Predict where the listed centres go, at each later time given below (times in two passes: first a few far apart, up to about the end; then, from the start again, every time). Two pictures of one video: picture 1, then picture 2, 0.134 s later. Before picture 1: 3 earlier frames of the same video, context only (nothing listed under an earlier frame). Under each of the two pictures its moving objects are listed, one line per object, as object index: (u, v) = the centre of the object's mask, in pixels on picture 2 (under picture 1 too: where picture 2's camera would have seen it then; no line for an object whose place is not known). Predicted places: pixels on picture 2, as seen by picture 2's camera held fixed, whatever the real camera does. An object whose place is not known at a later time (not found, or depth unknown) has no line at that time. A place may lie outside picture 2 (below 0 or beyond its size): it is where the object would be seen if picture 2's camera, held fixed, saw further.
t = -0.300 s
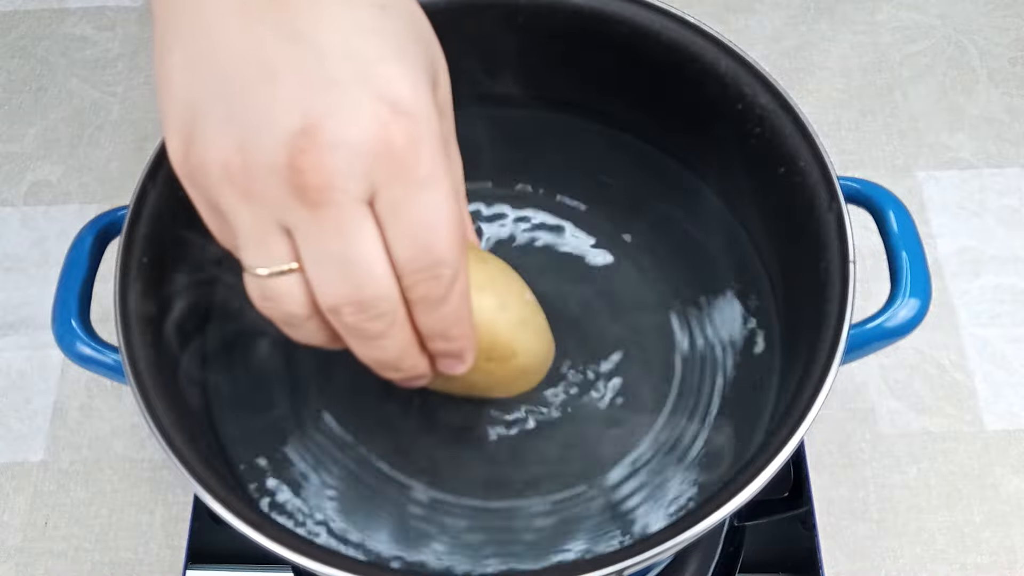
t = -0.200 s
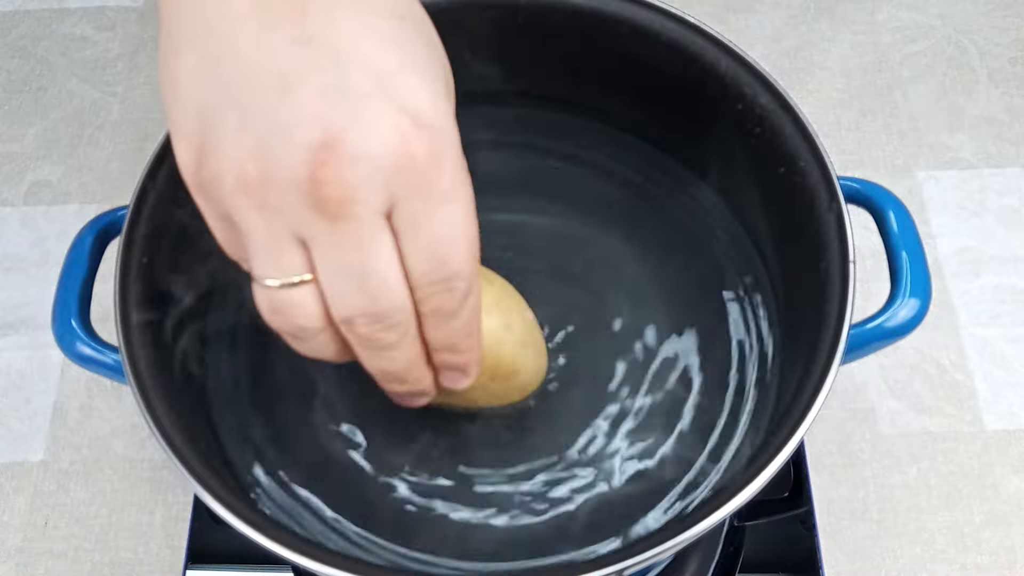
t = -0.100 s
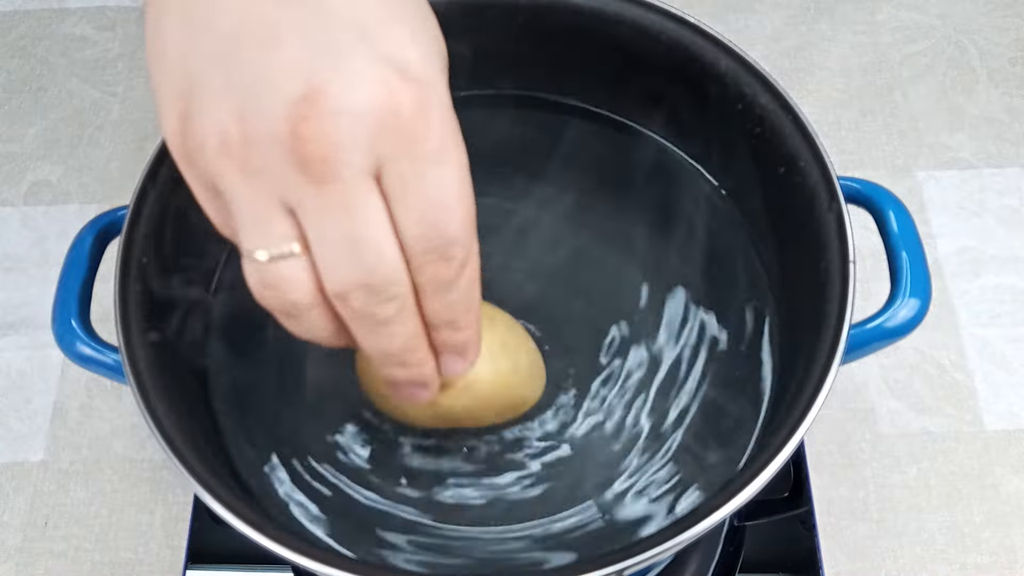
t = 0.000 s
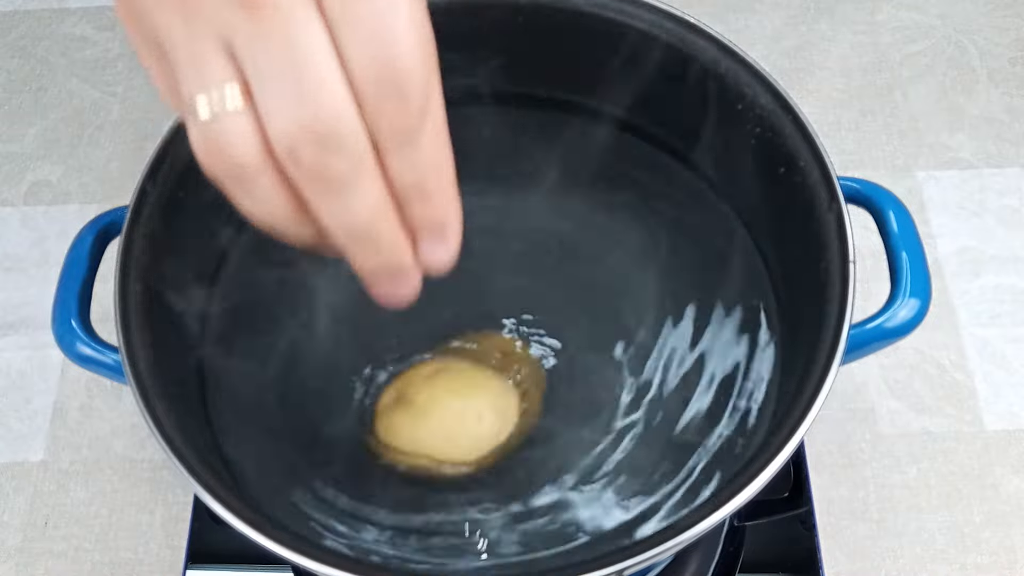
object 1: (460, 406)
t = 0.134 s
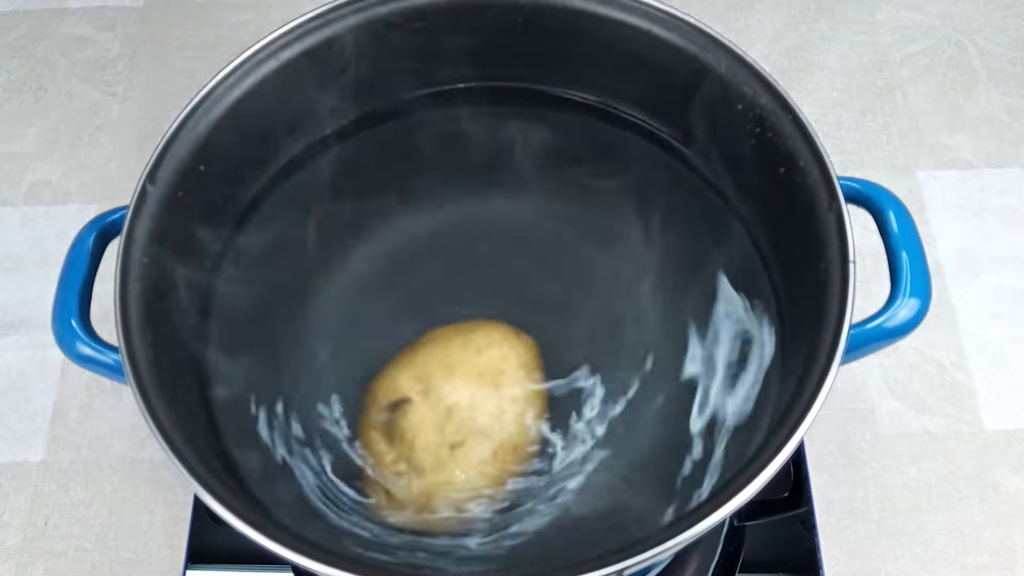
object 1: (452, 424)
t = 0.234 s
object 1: (444, 452)
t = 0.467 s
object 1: (455, 472)
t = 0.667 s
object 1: (474, 463)
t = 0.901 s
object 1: (484, 440)
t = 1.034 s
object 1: (487, 429)
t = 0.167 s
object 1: (448, 433)
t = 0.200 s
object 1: (446, 446)
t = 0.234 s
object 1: (444, 452)
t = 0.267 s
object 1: (441, 458)
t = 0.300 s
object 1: (444, 463)
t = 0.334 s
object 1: (449, 456)
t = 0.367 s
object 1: (450, 458)
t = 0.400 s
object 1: (451, 463)
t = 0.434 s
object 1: (451, 470)
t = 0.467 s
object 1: (455, 472)
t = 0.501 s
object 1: (459, 472)
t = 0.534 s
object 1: (464, 472)
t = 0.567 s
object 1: (467, 470)
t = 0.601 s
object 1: (470, 466)
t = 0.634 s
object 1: (474, 464)
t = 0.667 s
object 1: (474, 463)
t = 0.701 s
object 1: (477, 460)
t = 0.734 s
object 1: (479, 457)
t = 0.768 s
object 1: (479, 456)
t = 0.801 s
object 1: (483, 447)
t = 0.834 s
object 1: (485, 444)
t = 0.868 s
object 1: (485, 442)
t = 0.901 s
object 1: (484, 440)
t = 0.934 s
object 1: (482, 435)
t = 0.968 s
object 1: (480, 431)
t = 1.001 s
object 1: (483, 430)
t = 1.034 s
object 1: (487, 429)
